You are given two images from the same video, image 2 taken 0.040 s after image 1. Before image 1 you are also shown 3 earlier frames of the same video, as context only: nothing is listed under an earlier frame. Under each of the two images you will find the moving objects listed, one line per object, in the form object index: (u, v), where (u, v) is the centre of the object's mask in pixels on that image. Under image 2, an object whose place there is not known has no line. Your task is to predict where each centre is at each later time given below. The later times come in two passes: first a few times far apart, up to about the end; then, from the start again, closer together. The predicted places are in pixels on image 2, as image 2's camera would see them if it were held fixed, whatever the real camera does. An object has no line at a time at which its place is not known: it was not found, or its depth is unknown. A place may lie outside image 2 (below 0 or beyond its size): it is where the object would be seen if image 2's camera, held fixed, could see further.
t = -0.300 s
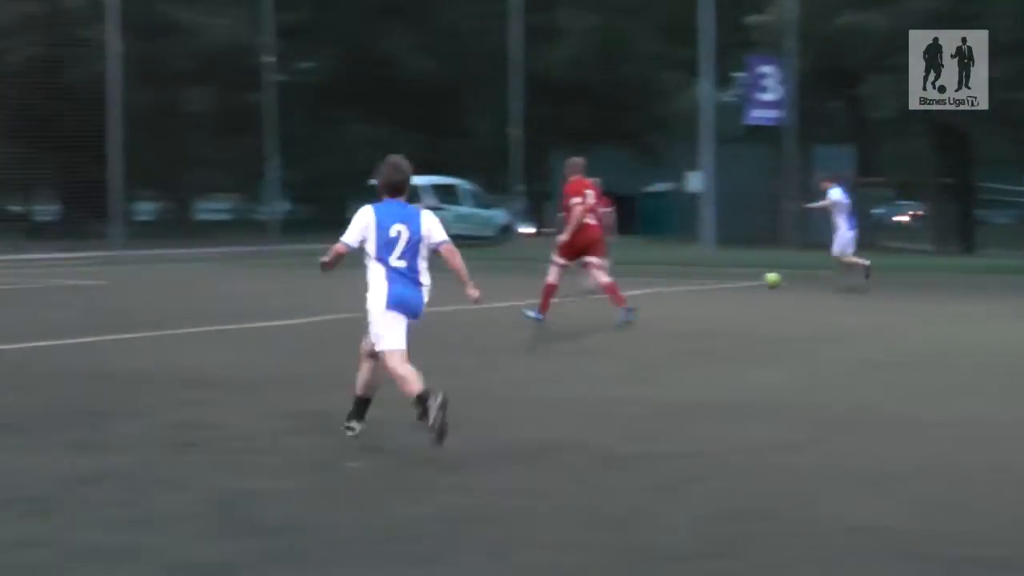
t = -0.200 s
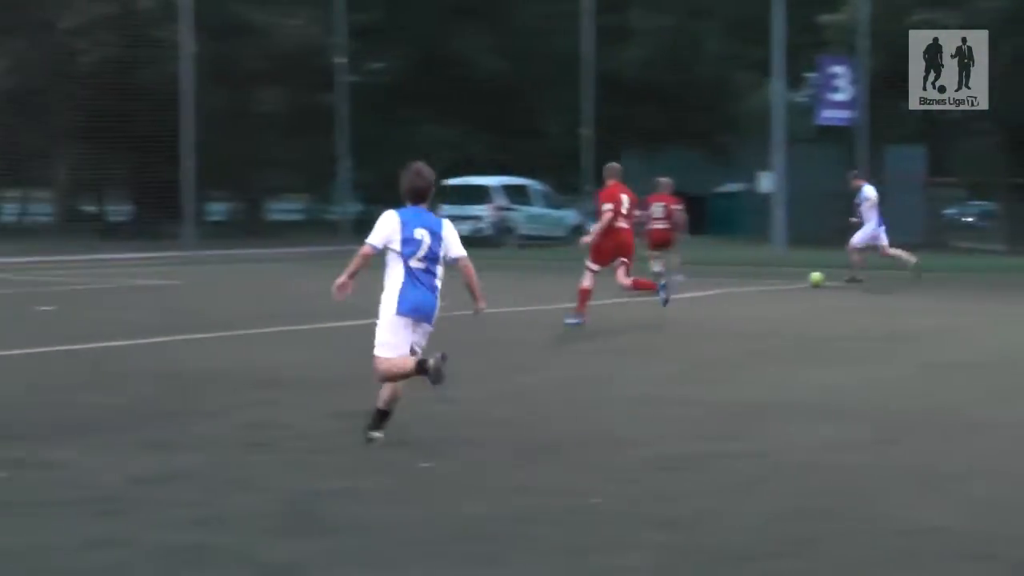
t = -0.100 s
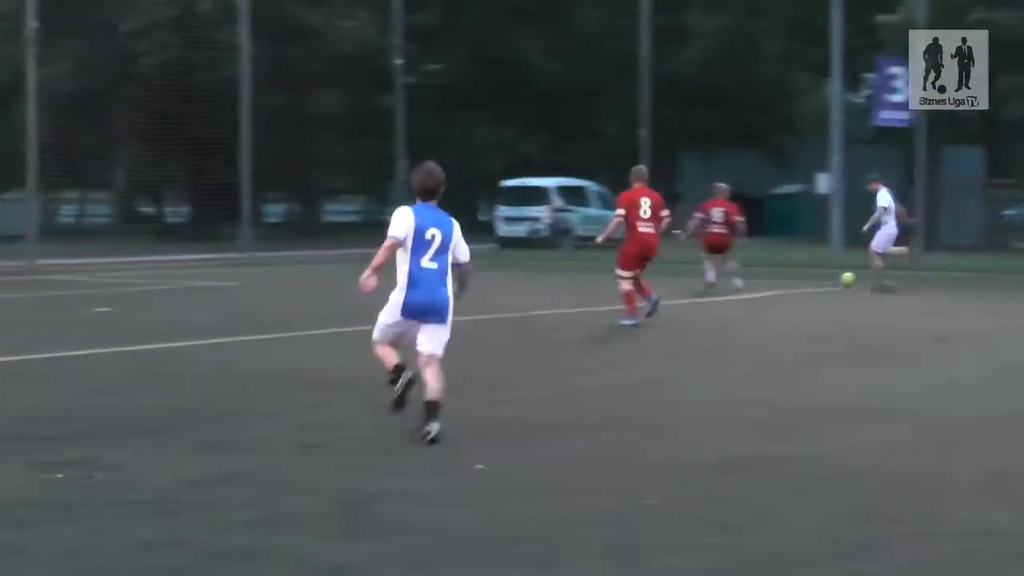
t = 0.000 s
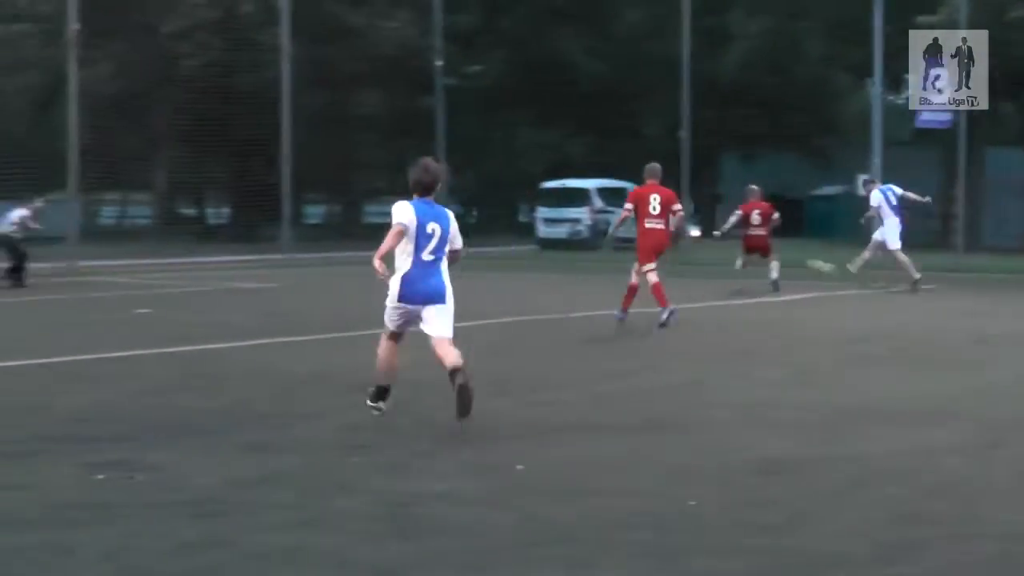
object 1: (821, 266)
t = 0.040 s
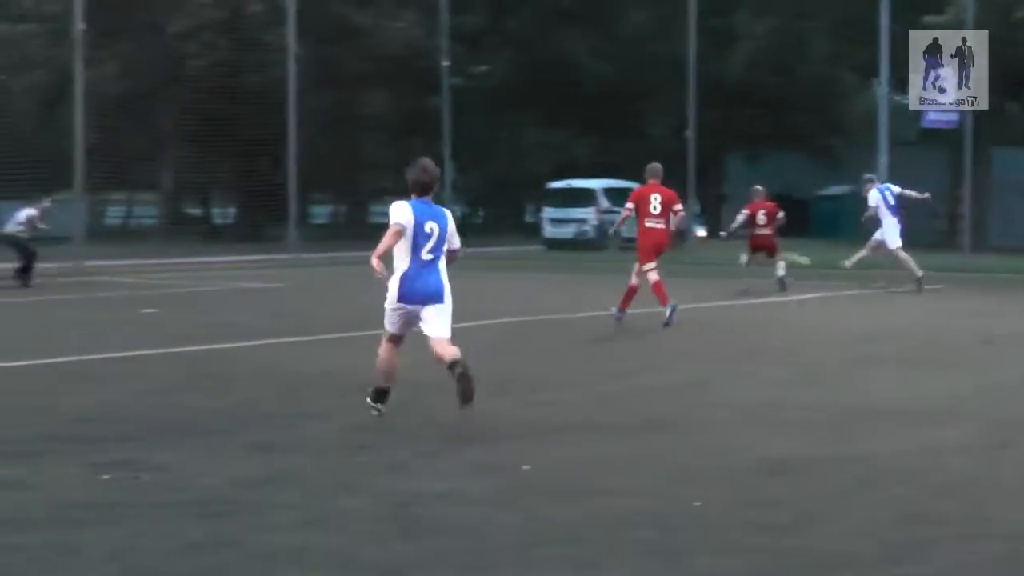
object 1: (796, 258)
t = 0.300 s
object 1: (397, 174)
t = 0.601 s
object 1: (21, 128)
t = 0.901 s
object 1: (-231, 76)
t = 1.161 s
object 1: (-349, -14)
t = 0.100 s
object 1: (677, 233)
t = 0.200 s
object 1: (534, 198)
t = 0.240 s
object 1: (507, 194)
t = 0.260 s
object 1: (452, 183)
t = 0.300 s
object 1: (397, 174)
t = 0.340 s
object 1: (344, 165)
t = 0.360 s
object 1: (318, 159)
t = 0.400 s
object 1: (263, 154)
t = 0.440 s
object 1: (209, 147)
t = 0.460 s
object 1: (184, 145)
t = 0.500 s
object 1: (131, 140)
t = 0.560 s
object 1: (61, 133)
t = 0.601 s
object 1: (21, 128)
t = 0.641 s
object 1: (-21, 125)
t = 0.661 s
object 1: (-42, 124)
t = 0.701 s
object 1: (-84, 122)
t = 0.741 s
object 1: (-126, 122)
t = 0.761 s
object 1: (-147, 123)
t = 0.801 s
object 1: (-187, 124)
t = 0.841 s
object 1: (-205, 104)
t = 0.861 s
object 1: (-213, 94)
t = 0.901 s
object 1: (-231, 76)
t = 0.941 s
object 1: (-248, 58)
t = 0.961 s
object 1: (-258, 51)
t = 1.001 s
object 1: (-273, 35)
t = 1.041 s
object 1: (-292, 21)
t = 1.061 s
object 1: (-301, 14)
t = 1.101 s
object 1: (-320, 2)
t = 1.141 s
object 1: (-339, -9)
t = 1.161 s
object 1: (-349, -14)
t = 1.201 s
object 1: (-369, -22)
